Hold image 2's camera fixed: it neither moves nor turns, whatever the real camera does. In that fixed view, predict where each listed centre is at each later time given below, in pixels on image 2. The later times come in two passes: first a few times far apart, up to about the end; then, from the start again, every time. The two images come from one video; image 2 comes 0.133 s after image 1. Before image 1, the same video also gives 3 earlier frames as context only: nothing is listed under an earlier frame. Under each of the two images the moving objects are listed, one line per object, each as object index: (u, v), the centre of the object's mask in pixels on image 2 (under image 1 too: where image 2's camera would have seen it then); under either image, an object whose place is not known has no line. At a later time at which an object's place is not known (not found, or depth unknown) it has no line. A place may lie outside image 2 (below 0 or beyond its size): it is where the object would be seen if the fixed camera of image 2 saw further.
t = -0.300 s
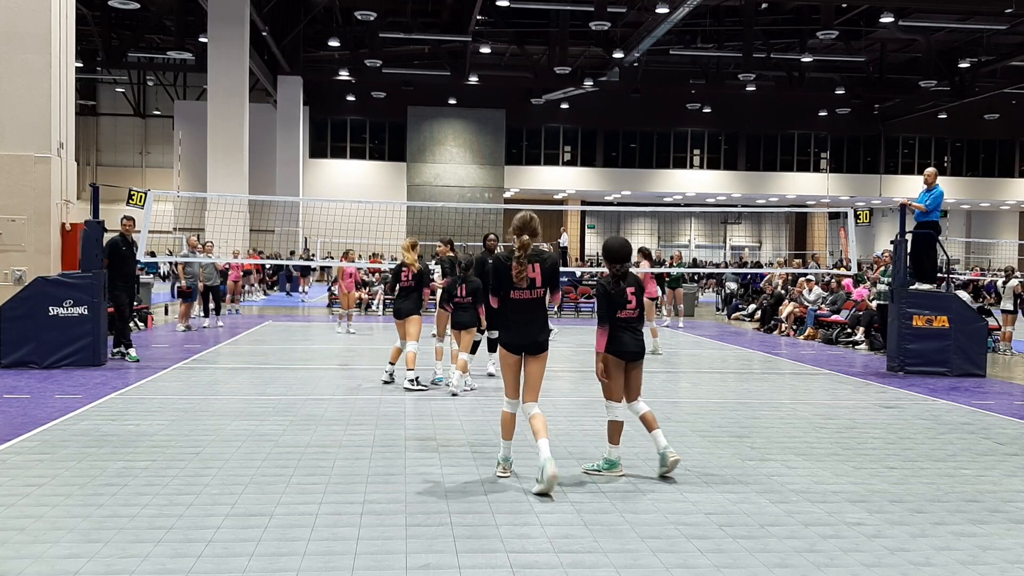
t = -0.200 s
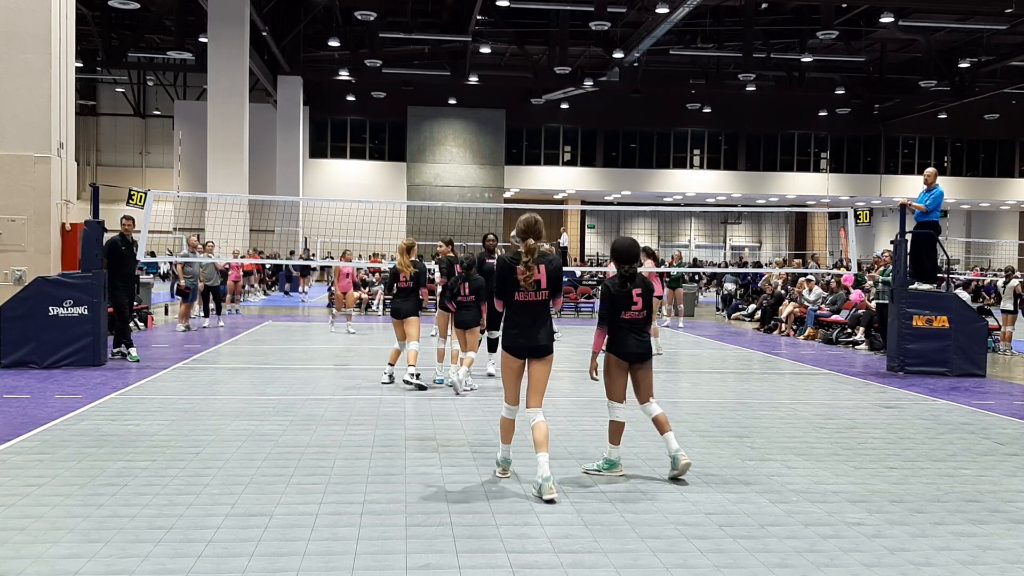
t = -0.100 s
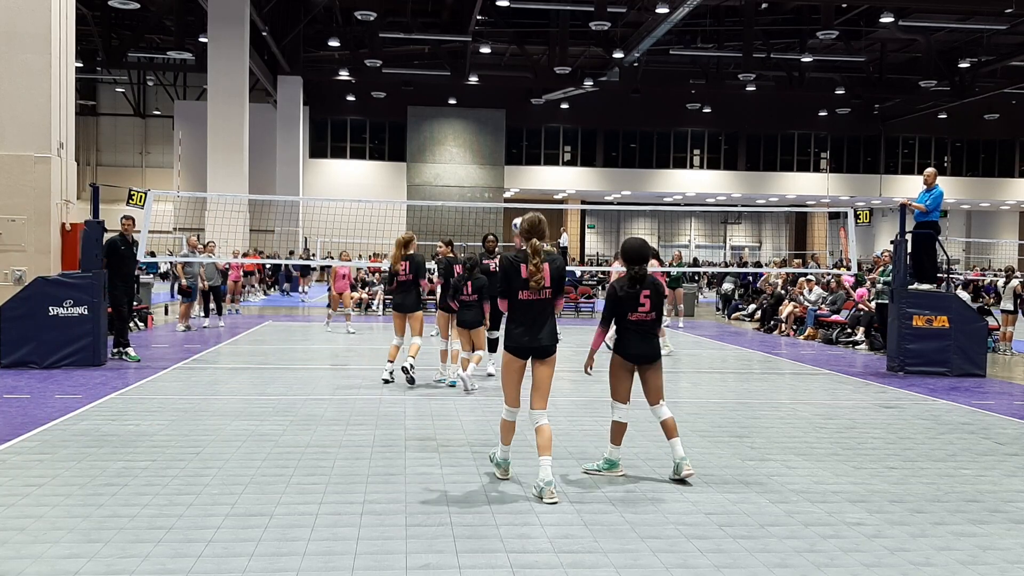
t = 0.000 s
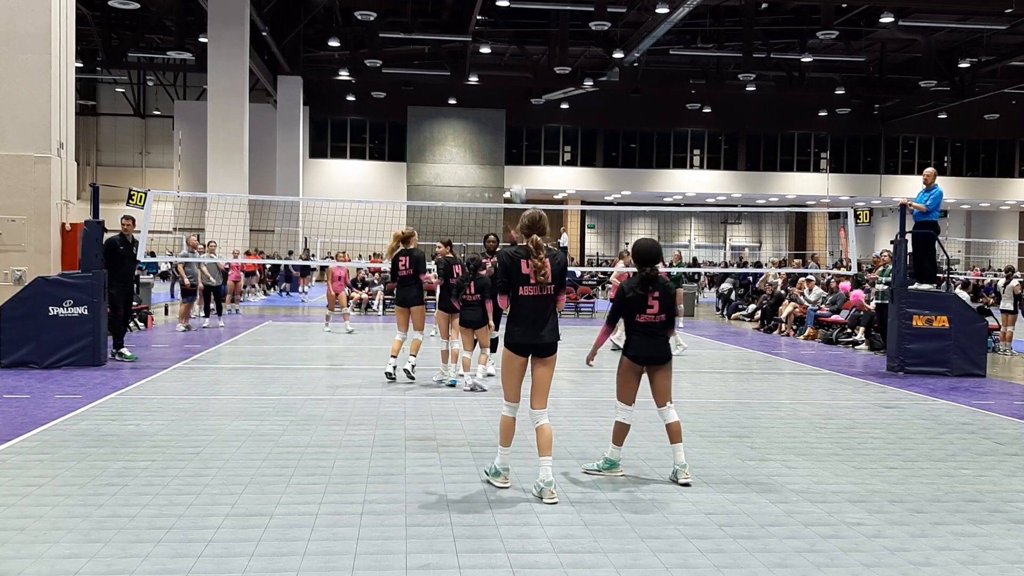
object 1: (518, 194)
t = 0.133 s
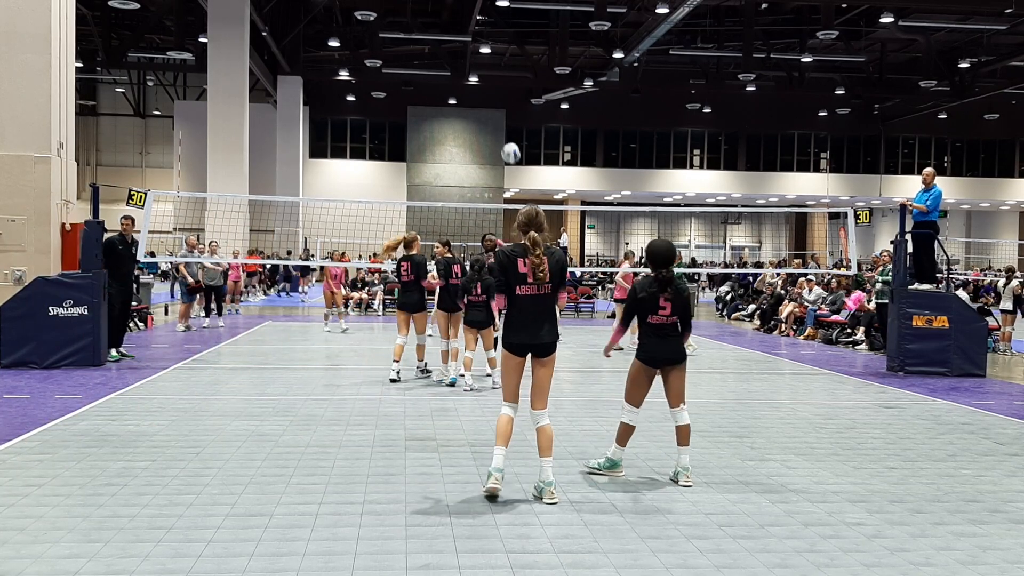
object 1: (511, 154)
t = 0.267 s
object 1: (502, 122)
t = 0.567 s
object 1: (478, 104)
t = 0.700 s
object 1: (464, 131)
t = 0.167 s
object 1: (509, 145)
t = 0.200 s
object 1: (507, 137)
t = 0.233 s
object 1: (504, 129)
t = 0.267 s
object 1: (502, 122)
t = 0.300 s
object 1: (500, 116)
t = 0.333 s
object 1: (497, 111)
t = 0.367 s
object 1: (495, 107)
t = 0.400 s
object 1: (492, 103)
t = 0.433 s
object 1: (490, 101)
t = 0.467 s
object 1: (487, 100)
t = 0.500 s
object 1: (484, 100)
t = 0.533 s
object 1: (481, 101)
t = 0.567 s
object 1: (478, 104)
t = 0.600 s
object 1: (475, 108)
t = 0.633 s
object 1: (472, 113)
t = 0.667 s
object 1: (468, 121)
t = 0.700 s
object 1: (464, 131)
